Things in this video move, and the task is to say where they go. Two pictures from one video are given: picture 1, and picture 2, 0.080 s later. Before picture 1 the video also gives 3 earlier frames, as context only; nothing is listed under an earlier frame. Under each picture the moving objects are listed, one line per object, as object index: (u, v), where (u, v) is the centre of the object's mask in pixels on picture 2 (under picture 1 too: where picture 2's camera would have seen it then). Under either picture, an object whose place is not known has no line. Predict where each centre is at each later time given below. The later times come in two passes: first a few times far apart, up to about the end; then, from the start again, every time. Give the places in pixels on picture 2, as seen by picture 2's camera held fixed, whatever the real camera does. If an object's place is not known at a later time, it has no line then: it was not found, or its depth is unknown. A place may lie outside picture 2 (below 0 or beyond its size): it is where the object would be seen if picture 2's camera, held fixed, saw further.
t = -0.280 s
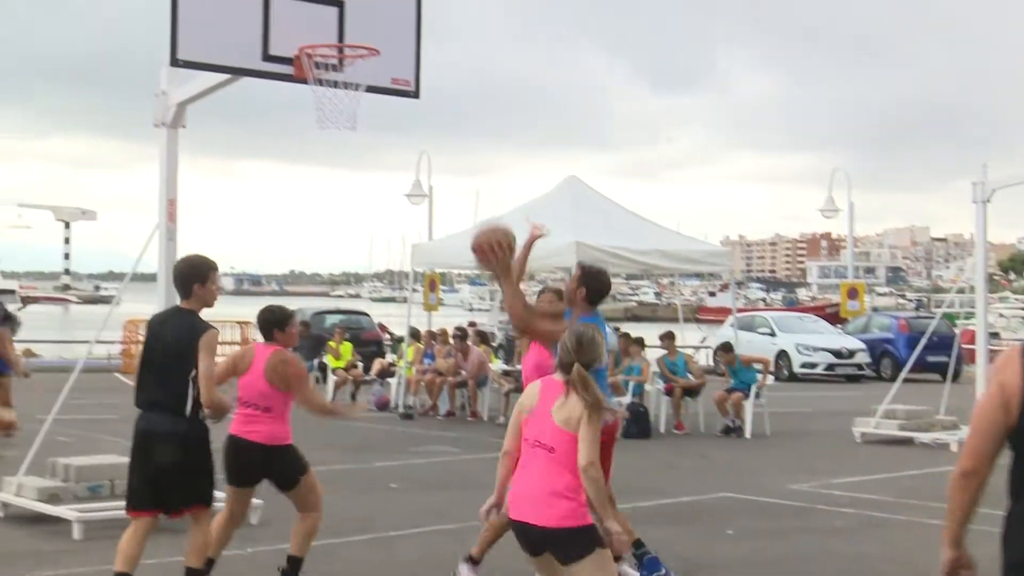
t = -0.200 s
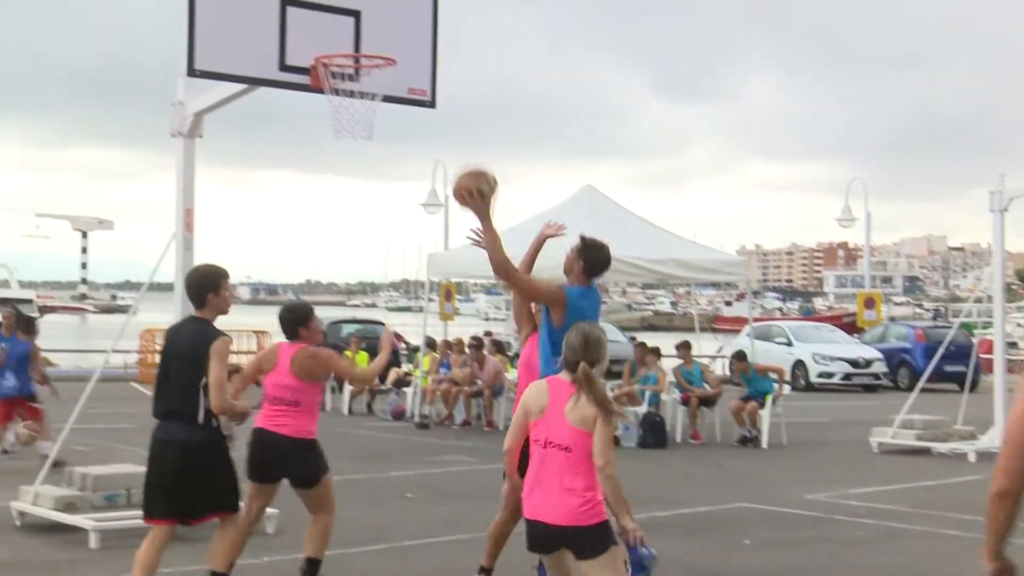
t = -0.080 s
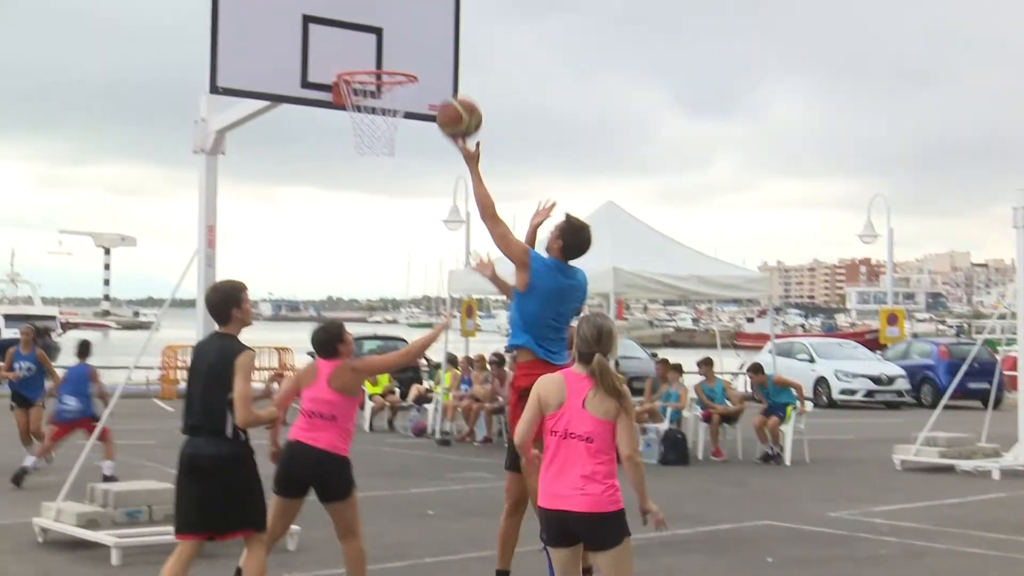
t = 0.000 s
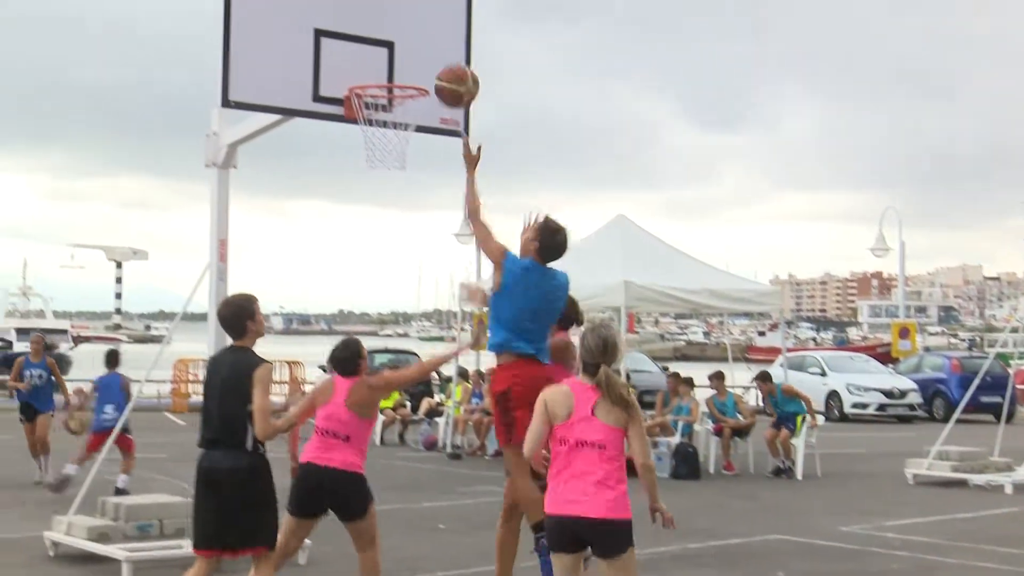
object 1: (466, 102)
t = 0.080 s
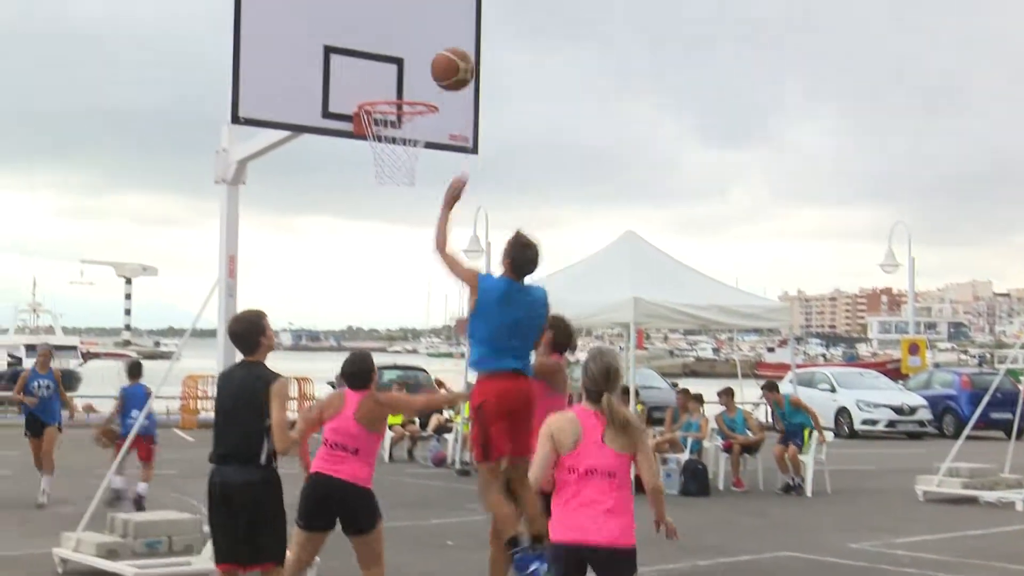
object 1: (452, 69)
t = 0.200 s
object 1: (434, 42)
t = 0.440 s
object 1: (396, 59)
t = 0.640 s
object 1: (403, 74)
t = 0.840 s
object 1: (451, 74)
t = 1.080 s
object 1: (511, 164)
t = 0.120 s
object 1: (446, 57)
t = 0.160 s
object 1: (440, 48)
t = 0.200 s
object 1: (434, 42)
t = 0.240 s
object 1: (427, 37)
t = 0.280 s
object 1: (421, 37)
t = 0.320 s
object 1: (415, 38)
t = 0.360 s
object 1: (408, 43)
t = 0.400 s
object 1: (402, 50)
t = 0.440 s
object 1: (396, 59)
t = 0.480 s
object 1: (390, 71)
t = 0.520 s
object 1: (383, 84)
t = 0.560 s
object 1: (383, 87)
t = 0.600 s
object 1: (393, 81)
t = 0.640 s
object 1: (403, 74)
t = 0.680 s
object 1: (413, 69)
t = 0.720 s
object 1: (422, 67)
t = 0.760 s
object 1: (432, 67)
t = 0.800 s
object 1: (441, 69)
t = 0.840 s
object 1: (451, 74)
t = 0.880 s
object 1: (461, 82)
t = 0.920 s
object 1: (470, 93)
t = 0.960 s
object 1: (481, 106)
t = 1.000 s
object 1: (491, 123)
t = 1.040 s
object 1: (501, 143)
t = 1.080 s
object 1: (511, 164)
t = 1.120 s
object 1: (521, 189)
